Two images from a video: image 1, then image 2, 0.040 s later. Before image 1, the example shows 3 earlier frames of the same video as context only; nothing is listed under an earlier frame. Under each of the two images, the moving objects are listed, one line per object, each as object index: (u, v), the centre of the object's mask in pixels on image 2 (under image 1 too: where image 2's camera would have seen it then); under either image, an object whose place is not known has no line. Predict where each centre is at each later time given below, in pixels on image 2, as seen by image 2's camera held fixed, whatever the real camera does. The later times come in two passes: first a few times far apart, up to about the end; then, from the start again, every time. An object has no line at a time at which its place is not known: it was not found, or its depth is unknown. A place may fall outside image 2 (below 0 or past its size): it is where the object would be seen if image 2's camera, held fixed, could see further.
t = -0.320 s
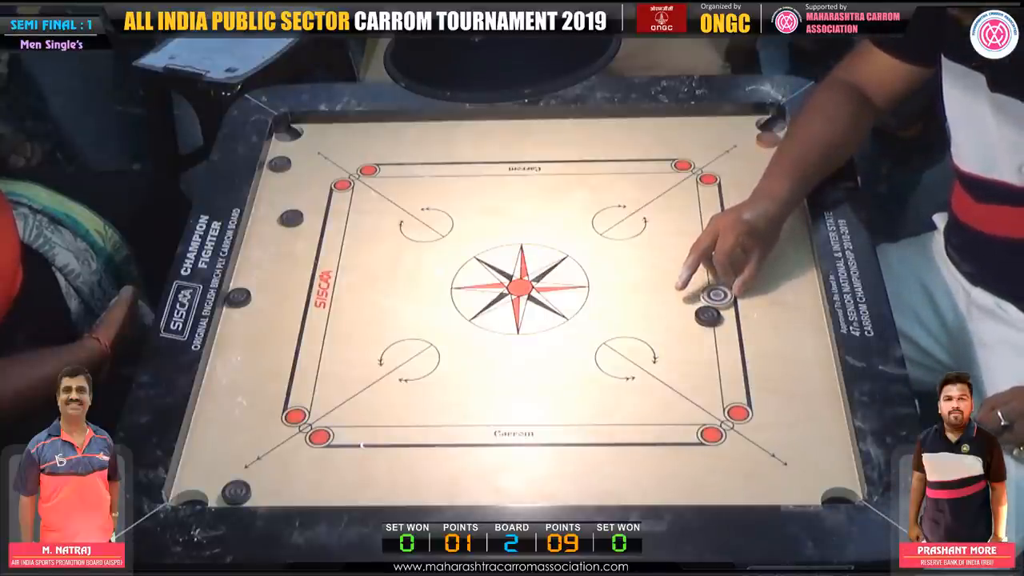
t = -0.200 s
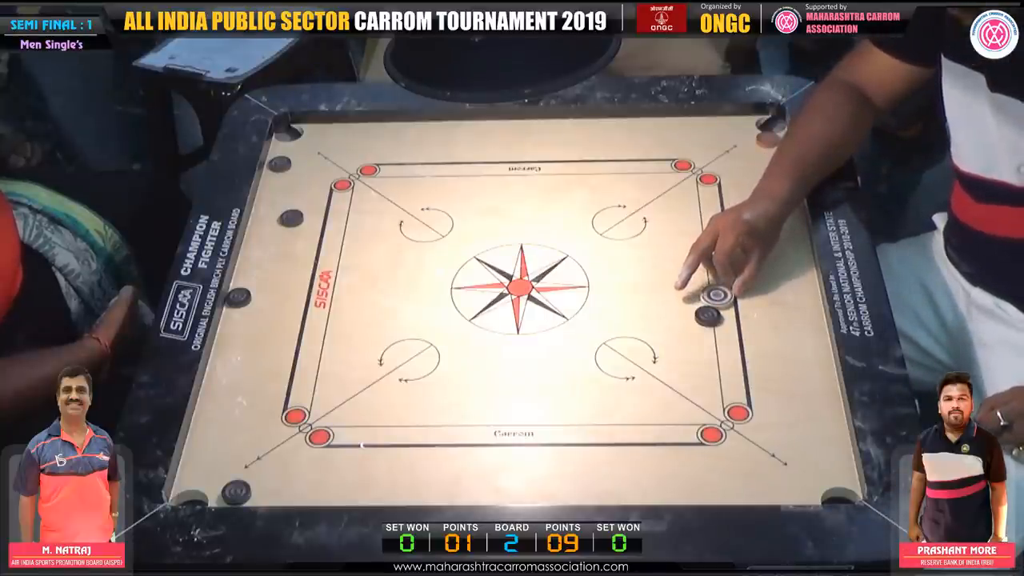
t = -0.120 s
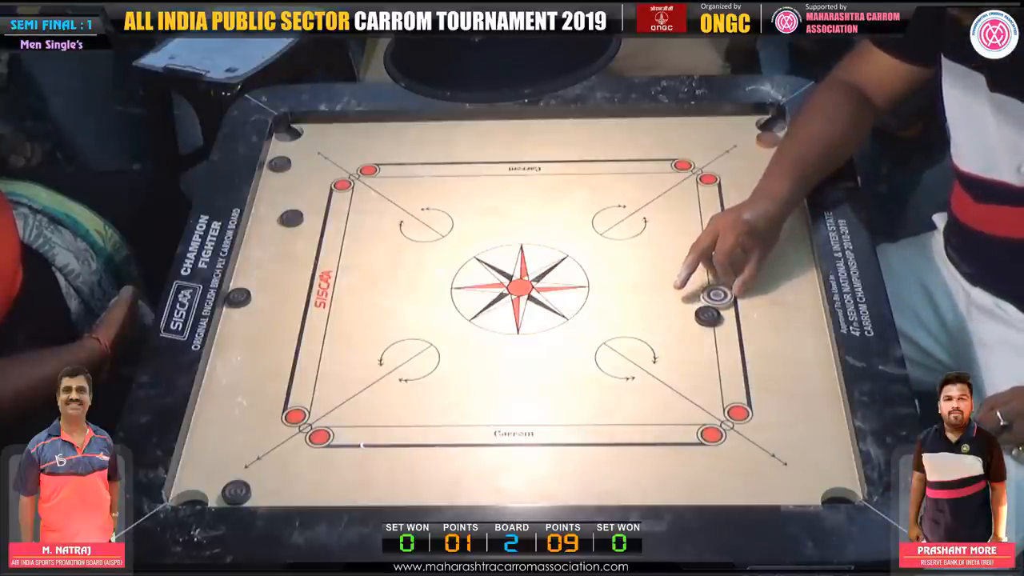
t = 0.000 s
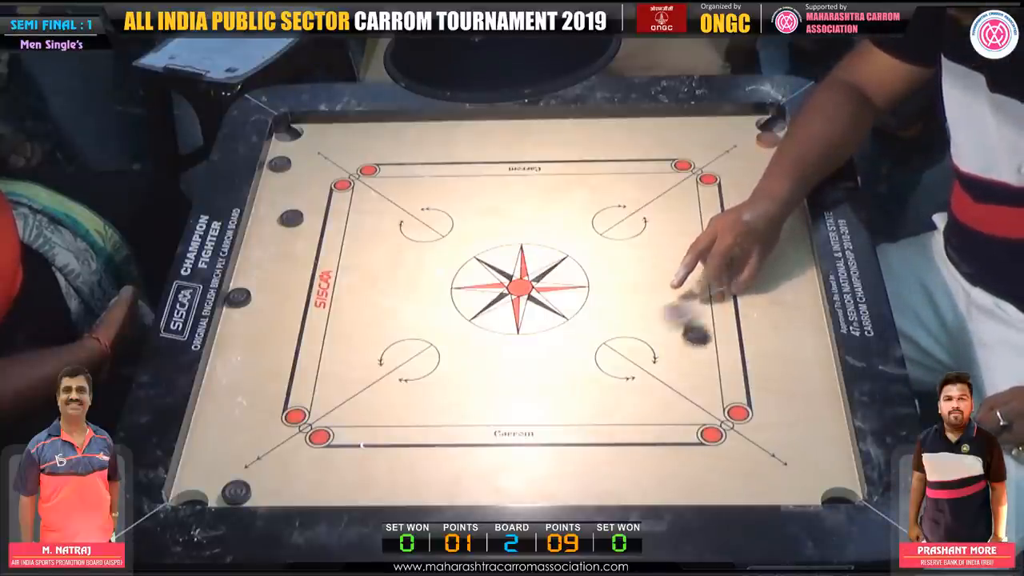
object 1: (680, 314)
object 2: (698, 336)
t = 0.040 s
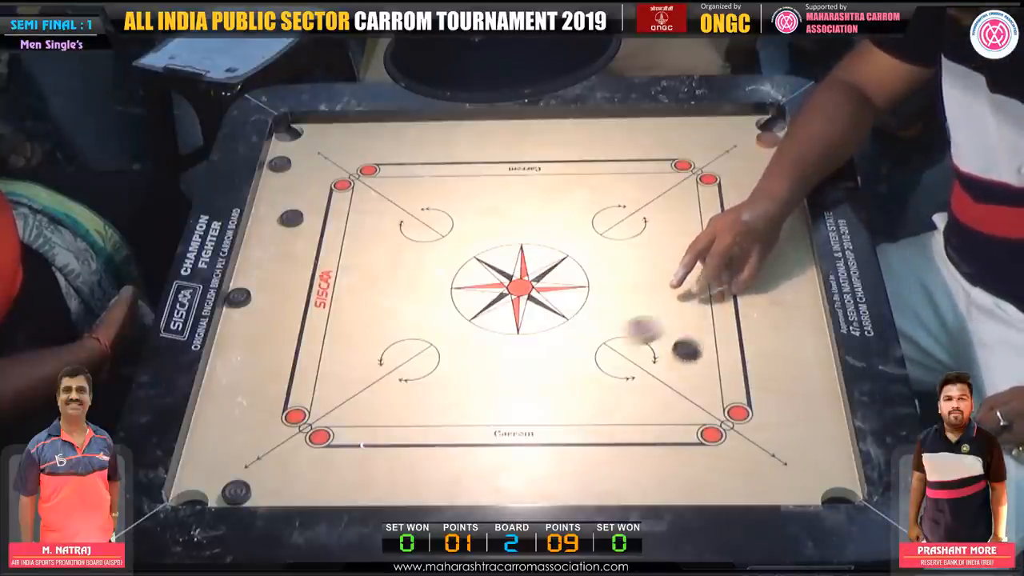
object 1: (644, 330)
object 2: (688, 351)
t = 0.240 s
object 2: (645, 411)
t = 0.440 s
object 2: (622, 442)
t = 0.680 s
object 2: (618, 446)
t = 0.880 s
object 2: (618, 446)
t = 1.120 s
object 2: (618, 446)
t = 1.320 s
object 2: (618, 446)
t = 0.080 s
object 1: (608, 344)
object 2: (677, 364)
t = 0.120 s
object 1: (571, 360)
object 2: (668, 378)
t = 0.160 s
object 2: (659, 390)
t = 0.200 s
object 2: (652, 401)
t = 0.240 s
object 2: (645, 411)
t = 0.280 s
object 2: (639, 419)
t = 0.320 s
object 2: (633, 427)
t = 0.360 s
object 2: (629, 433)
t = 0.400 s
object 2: (625, 438)
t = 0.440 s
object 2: (622, 442)
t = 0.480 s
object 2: (620, 444)
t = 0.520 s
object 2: (618, 445)
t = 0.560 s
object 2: (618, 446)
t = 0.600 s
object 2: (618, 446)
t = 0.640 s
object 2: (618, 446)
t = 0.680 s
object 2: (618, 446)
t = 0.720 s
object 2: (618, 446)
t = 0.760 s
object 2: (618, 446)
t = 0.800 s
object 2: (618, 446)
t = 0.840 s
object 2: (618, 446)
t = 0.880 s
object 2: (618, 446)
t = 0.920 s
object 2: (618, 446)
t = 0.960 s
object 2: (618, 446)
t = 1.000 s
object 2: (618, 446)
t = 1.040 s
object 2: (618, 446)
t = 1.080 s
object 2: (618, 446)
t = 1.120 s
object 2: (618, 446)
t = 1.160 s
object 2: (618, 446)
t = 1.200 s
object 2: (618, 446)
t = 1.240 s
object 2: (618, 446)
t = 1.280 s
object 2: (618, 446)
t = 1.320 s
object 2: (618, 446)
